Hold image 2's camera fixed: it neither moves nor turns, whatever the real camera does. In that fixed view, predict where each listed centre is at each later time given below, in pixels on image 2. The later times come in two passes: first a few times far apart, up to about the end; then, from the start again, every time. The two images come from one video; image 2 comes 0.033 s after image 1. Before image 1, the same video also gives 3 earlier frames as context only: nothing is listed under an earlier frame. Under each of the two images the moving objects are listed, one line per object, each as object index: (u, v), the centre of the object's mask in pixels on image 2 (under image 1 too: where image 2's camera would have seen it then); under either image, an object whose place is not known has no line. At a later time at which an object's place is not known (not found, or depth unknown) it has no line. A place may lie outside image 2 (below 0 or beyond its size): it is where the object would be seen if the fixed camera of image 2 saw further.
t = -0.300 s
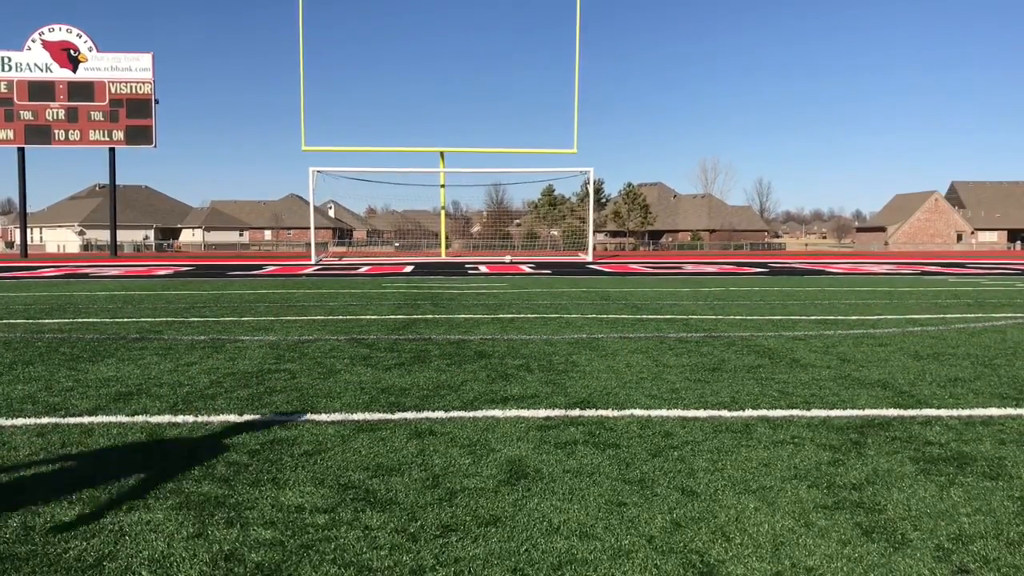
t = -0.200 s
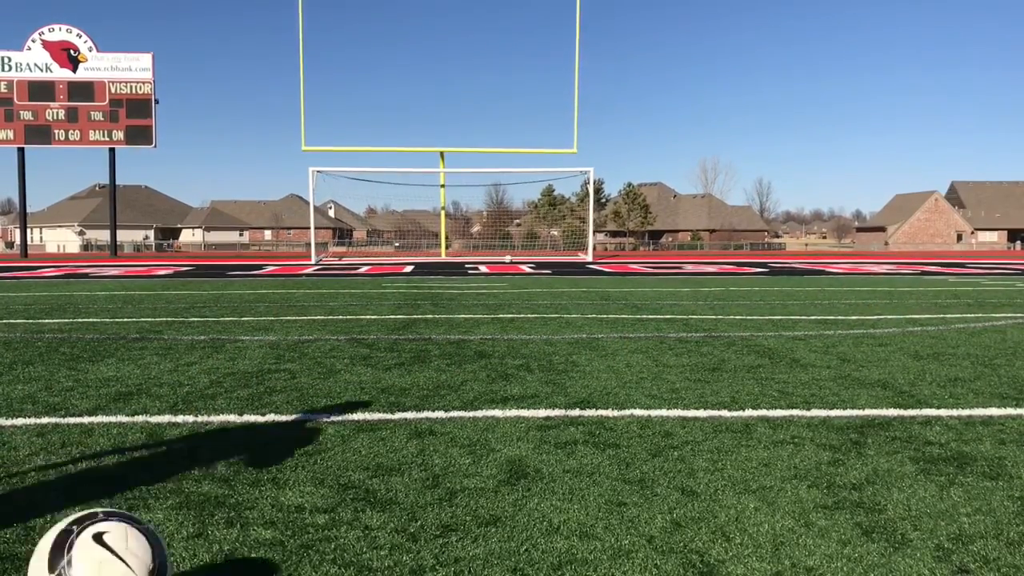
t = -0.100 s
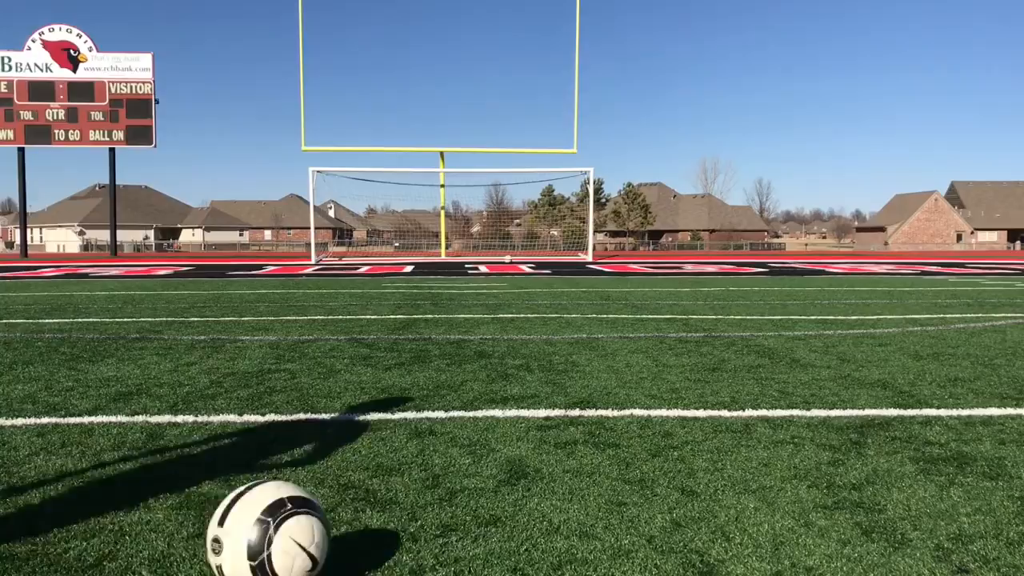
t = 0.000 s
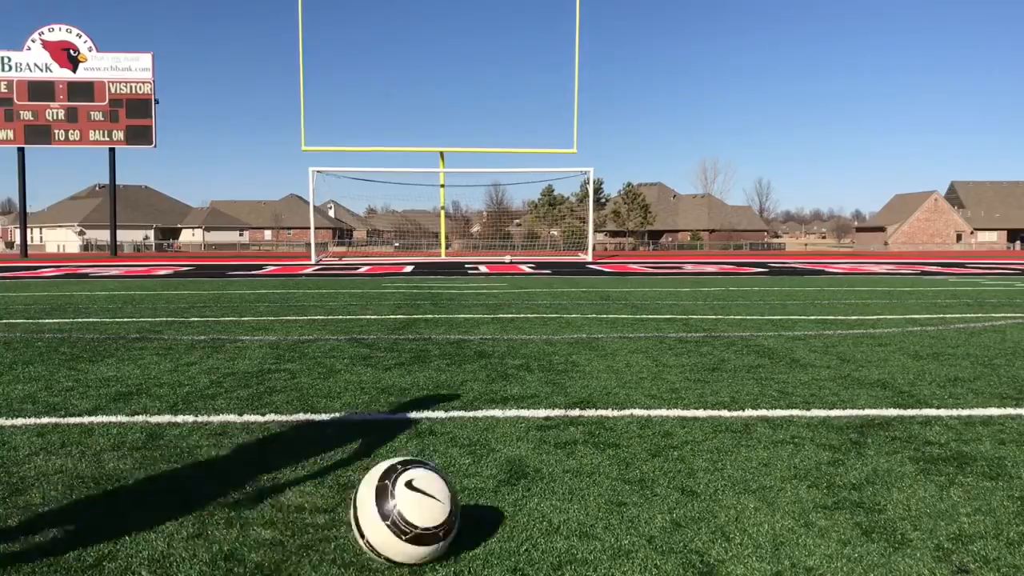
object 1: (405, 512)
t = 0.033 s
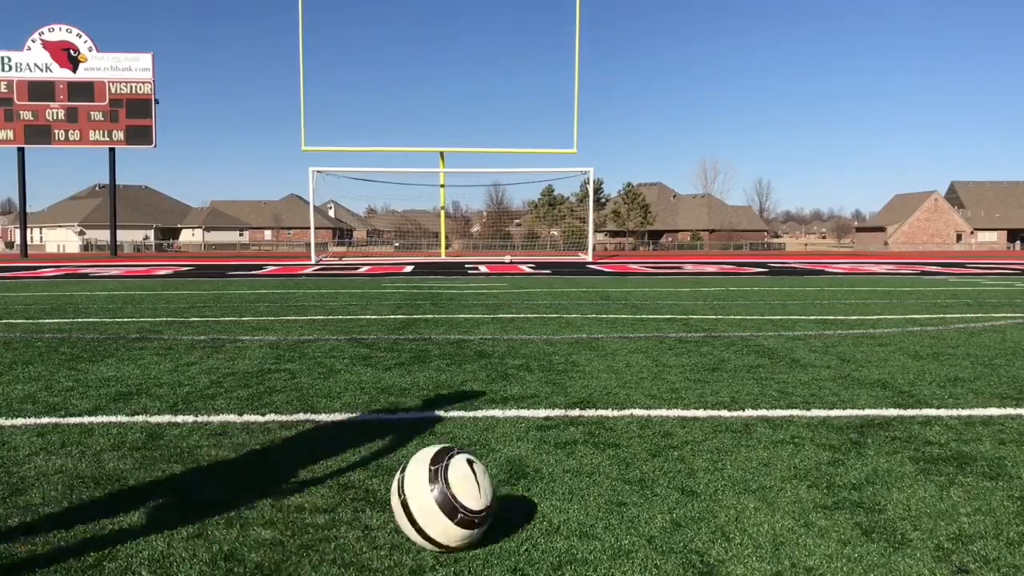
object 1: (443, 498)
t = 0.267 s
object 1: (648, 451)
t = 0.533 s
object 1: (802, 418)
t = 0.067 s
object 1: (477, 487)
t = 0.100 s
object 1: (510, 480)
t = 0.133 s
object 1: (540, 477)
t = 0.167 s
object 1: (569, 469)
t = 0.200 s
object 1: (596, 462)
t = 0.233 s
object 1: (622, 458)
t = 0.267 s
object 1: (648, 451)
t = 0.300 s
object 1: (671, 443)
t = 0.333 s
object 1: (691, 438)
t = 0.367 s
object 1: (712, 436)
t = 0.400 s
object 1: (730, 434)
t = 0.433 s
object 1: (749, 428)
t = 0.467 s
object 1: (768, 425)
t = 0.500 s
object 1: (786, 423)
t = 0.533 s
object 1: (802, 418)
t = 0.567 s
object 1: (817, 413)
